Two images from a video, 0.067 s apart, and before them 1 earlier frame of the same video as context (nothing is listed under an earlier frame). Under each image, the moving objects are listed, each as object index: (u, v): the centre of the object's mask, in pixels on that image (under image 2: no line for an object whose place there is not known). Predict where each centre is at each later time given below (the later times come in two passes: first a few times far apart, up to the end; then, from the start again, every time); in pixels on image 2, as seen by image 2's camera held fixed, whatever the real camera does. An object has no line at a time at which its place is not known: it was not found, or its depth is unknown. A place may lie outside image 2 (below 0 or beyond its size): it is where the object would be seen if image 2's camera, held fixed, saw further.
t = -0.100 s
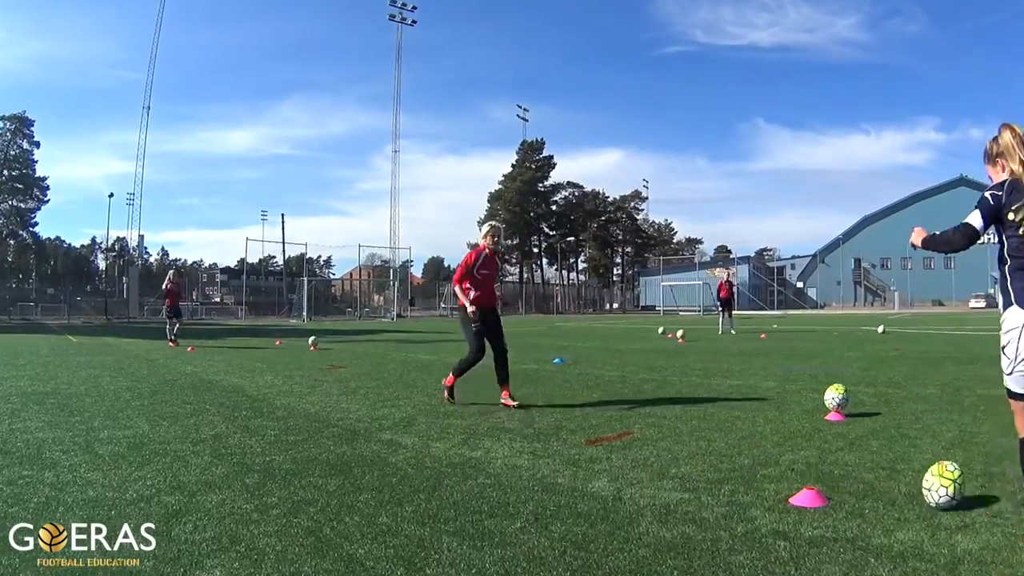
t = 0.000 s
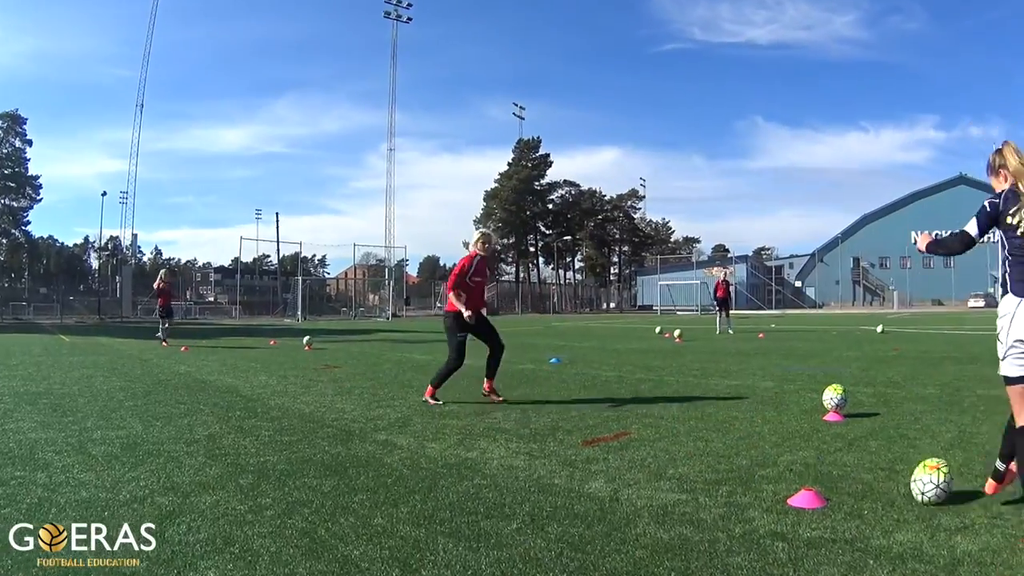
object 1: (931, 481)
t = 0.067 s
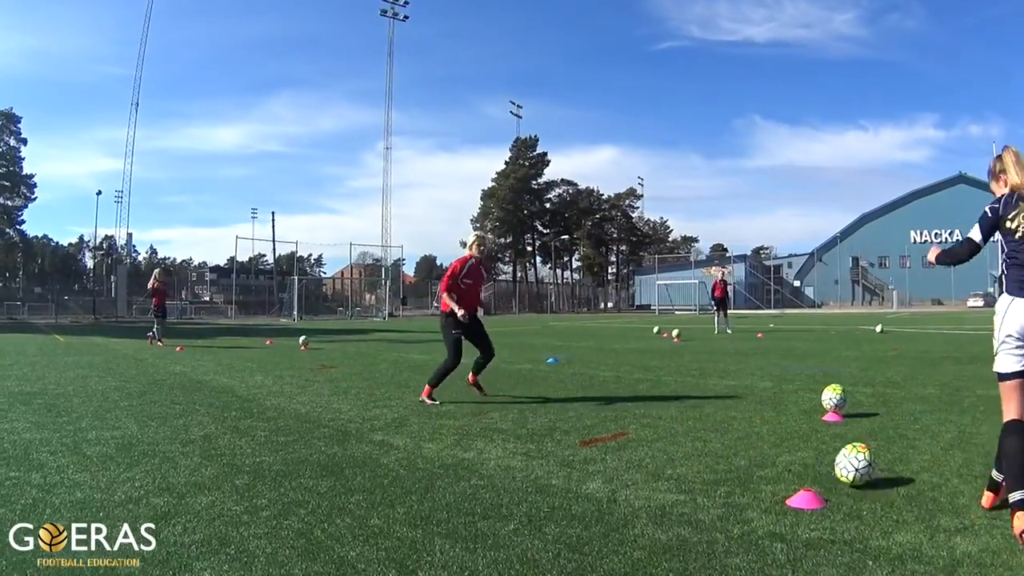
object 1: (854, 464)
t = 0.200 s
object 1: (737, 439)
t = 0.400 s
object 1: (634, 415)
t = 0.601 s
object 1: (575, 404)
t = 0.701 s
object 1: (554, 398)
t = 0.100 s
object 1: (820, 459)
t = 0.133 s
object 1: (788, 454)
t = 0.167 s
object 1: (762, 446)
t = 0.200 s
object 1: (737, 439)
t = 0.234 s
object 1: (715, 435)
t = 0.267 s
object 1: (694, 433)
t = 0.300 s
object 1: (676, 428)
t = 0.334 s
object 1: (662, 422)
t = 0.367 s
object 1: (647, 417)
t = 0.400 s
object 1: (634, 415)
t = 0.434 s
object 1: (621, 413)
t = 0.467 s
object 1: (610, 413)
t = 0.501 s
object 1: (600, 410)
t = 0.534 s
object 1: (592, 406)
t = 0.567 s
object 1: (584, 405)
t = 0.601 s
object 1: (575, 404)
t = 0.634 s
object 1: (568, 402)
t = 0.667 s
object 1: (561, 399)
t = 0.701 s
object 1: (554, 398)
